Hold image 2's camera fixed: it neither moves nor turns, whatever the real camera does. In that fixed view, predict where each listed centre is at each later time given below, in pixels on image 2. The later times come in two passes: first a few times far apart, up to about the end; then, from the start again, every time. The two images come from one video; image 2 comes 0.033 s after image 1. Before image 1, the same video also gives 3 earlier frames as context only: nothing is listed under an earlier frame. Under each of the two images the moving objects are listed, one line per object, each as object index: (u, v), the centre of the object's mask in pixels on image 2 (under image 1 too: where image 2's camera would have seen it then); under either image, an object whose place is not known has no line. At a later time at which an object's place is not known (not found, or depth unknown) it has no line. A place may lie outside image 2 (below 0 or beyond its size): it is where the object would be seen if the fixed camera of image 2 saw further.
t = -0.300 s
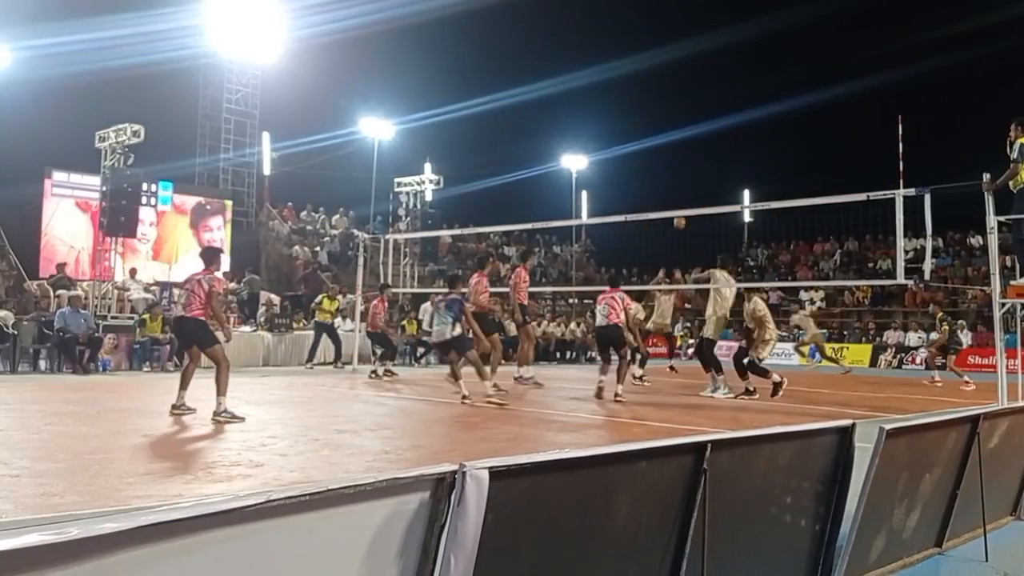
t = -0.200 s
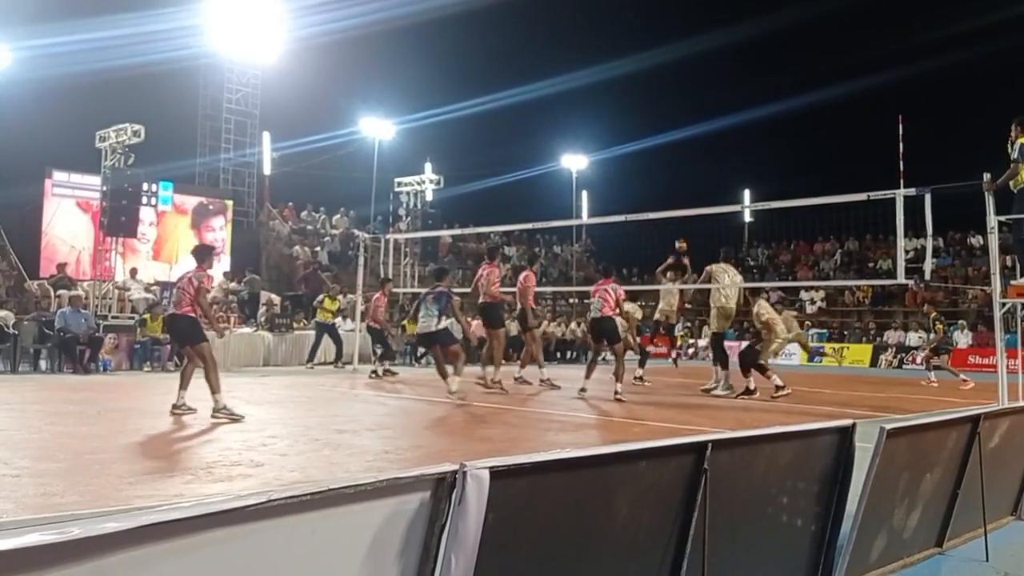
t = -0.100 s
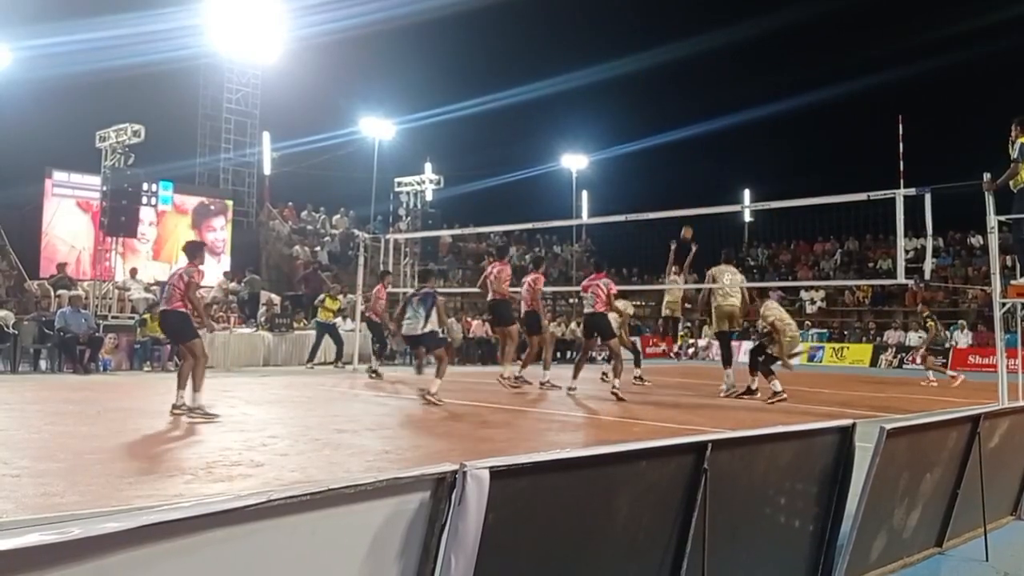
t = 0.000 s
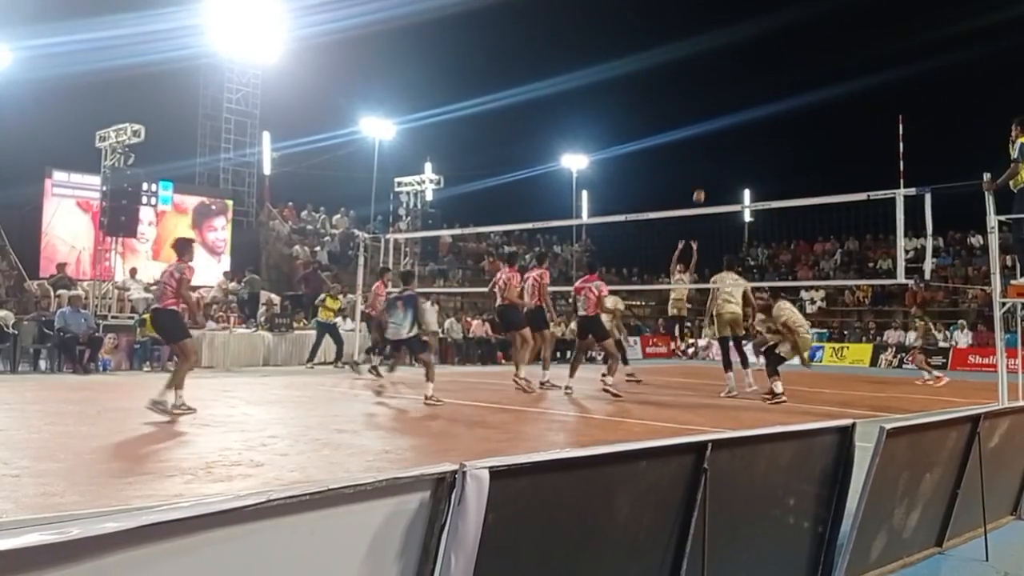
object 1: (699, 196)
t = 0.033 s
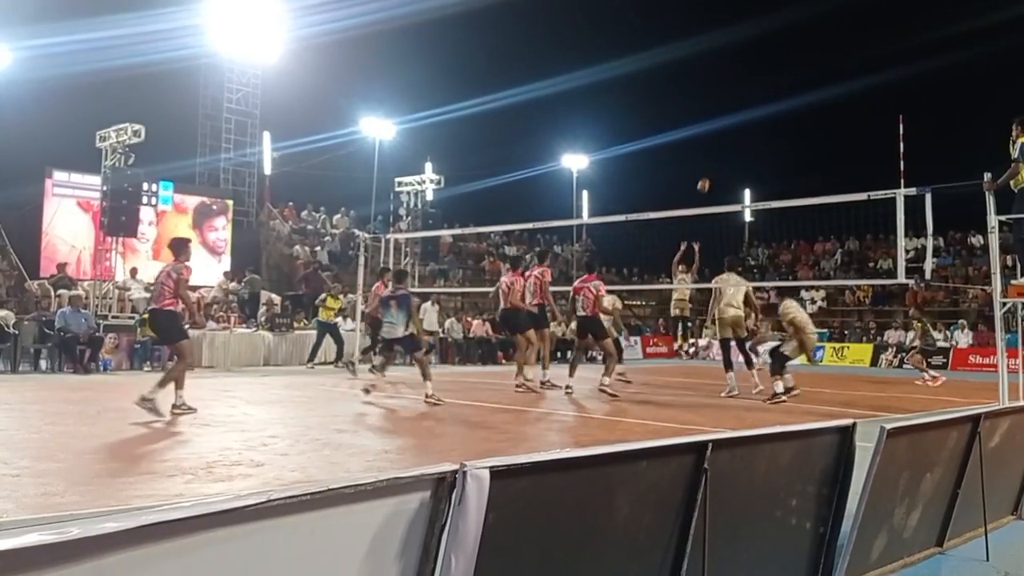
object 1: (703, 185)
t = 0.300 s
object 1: (736, 115)
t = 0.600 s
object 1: (773, 77)
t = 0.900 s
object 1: (811, 86)
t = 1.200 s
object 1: (849, 145)
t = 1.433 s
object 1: (881, 225)
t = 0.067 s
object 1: (707, 174)
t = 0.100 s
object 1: (711, 165)
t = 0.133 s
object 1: (715, 155)
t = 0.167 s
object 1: (720, 146)
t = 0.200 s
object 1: (724, 137)
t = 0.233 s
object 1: (728, 129)
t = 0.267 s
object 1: (732, 122)
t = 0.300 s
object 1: (736, 115)
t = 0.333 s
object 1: (740, 108)
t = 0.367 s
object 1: (744, 103)
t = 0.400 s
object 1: (748, 97)
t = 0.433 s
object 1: (752, 92)
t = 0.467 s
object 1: (756, 88)
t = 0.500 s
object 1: (761, 85)
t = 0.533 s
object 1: (765, 82)
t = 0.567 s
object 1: (768, 79)
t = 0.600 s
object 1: (773, 77)
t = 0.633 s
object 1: (777, 76)
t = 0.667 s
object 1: (781, 76)
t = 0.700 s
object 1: (786, 76)
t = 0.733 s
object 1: (790, 76)
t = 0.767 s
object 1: (794, 77)
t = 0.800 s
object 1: (798, 78)
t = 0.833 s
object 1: (802, 80)
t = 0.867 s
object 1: (807, 83)
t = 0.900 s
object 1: (811, 86)
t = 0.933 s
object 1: (815, 90)
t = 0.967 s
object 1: (819, 95)
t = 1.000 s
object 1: (823, 100)
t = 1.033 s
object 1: (828, 106)
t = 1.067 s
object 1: (832, 113)
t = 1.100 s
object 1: (836, 120)
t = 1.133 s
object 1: (841, 128)
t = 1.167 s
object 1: (845, 136)
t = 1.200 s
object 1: (849, 145)
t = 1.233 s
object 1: (854, 155)
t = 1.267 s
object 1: (858, 165)
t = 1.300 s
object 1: (862, 176)
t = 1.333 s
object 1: (866, 186)
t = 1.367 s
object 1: (872, 202)
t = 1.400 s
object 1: (876, 212)
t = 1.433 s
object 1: (881, 225)
